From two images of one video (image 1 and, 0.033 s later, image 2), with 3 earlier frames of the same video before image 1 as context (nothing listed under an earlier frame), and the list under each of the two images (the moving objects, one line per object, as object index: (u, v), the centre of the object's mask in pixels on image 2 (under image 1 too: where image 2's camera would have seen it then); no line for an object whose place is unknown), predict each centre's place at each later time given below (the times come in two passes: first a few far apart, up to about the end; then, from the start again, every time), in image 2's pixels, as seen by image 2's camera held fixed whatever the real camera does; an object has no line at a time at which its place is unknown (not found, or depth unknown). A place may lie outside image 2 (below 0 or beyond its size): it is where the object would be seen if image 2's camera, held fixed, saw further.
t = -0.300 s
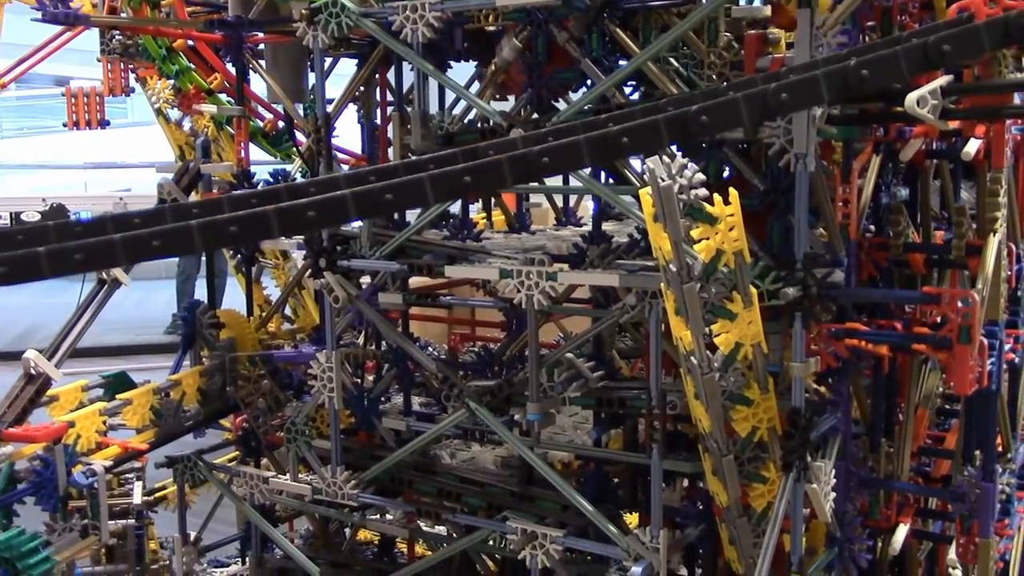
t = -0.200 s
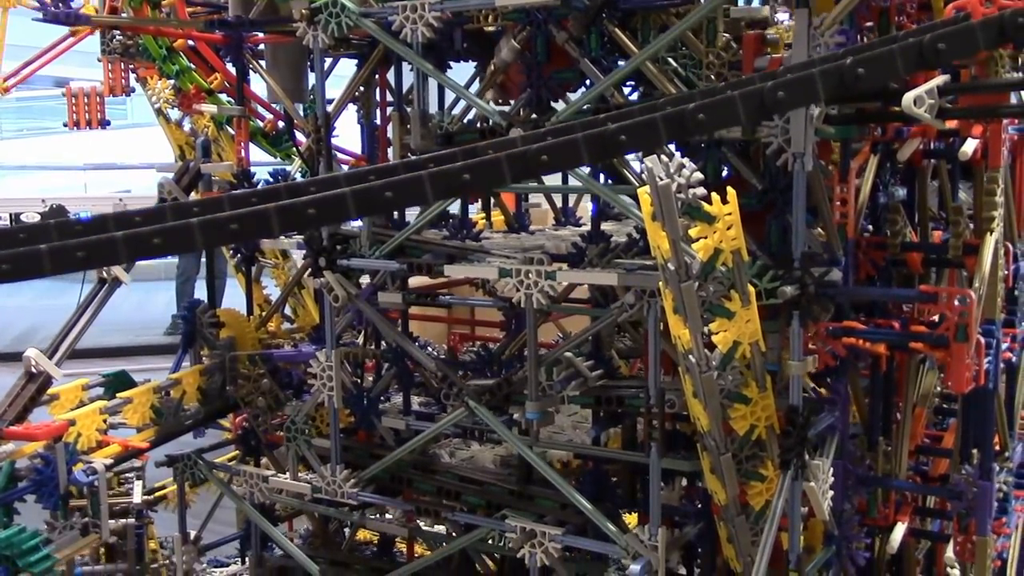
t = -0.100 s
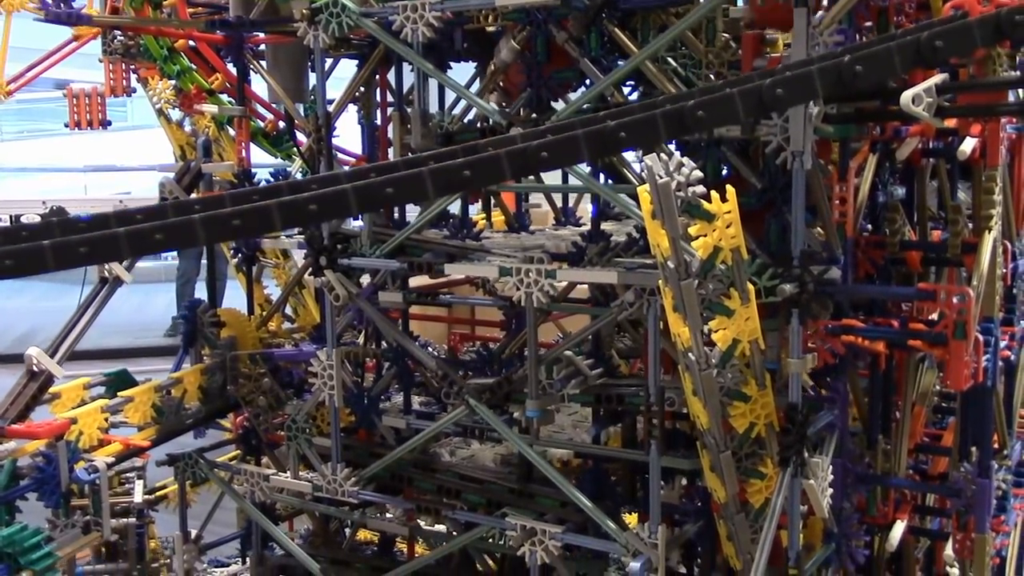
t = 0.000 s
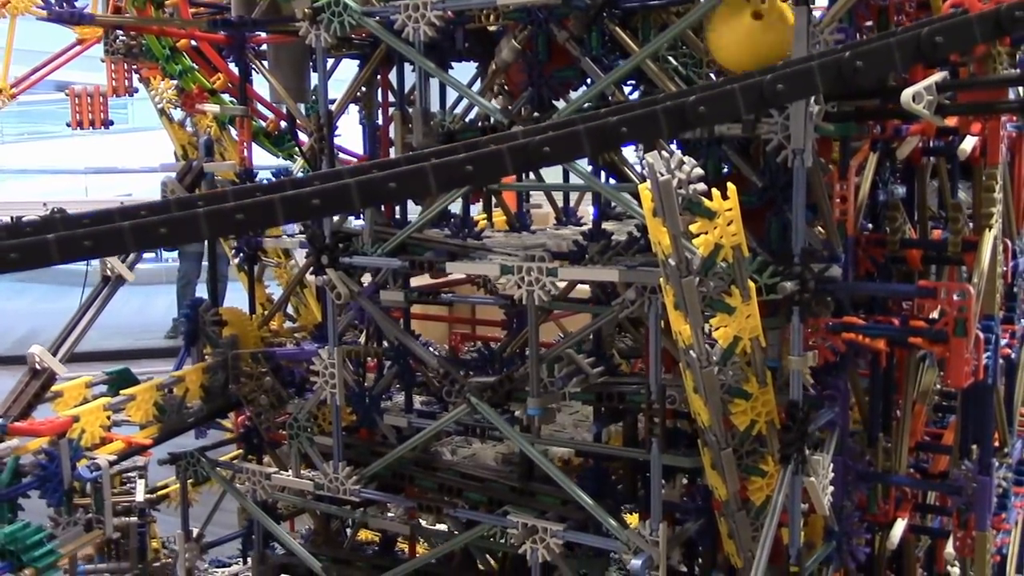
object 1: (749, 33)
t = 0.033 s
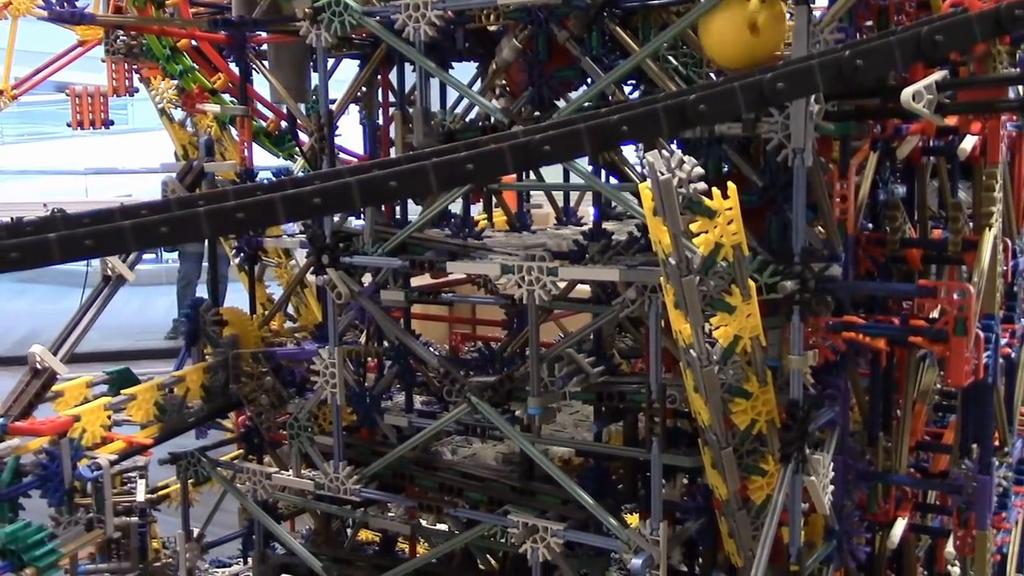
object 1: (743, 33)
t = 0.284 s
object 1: (697, 51)
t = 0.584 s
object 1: (546, 75)
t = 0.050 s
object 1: (744, 35)
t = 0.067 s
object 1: (744, 36)
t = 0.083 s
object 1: (742, 36)
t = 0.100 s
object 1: (741, 37)
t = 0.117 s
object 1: (739, 38)
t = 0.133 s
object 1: (737, 38)
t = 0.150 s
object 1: (734, 39)
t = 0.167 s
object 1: (730, 40)
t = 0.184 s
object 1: (726, 41)
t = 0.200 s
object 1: (721, 42)
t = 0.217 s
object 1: (717, 43)
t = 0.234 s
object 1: (712, 45)
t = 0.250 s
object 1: (707, 47)
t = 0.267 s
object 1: (701, 49)
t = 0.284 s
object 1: (697, 51)
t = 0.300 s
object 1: (691, 53)
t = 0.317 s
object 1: (681, 50)
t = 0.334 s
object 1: (675, 51)
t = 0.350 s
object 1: (669, 53)
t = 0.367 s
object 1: (662, 53)
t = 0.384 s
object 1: (655, 54)
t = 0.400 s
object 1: (648, 56)
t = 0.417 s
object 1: (636, 53)
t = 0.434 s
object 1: (629, 58)
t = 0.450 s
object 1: (620, 59)
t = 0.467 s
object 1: (610, 60)
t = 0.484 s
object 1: (601, 61)
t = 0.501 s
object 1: (587, 59)
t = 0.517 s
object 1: (579, 63)
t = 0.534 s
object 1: (571, 66)
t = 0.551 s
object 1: (563, 70)
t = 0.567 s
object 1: (551, 73)
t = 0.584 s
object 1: (546, 75)
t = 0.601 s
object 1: (536, 78)
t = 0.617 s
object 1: (527, 79)
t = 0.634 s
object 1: (518, 79)
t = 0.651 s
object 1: (510, 79)
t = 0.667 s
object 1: (501, 78)
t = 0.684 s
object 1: (488, 85)
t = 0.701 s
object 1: (473, 87)
